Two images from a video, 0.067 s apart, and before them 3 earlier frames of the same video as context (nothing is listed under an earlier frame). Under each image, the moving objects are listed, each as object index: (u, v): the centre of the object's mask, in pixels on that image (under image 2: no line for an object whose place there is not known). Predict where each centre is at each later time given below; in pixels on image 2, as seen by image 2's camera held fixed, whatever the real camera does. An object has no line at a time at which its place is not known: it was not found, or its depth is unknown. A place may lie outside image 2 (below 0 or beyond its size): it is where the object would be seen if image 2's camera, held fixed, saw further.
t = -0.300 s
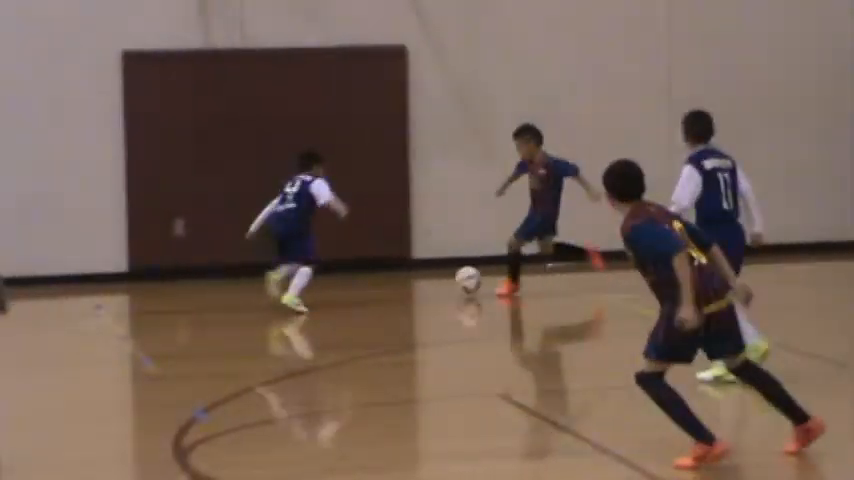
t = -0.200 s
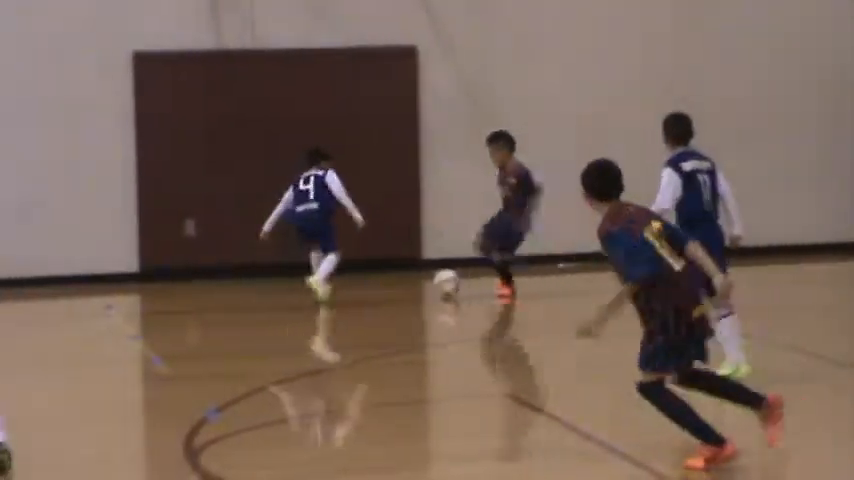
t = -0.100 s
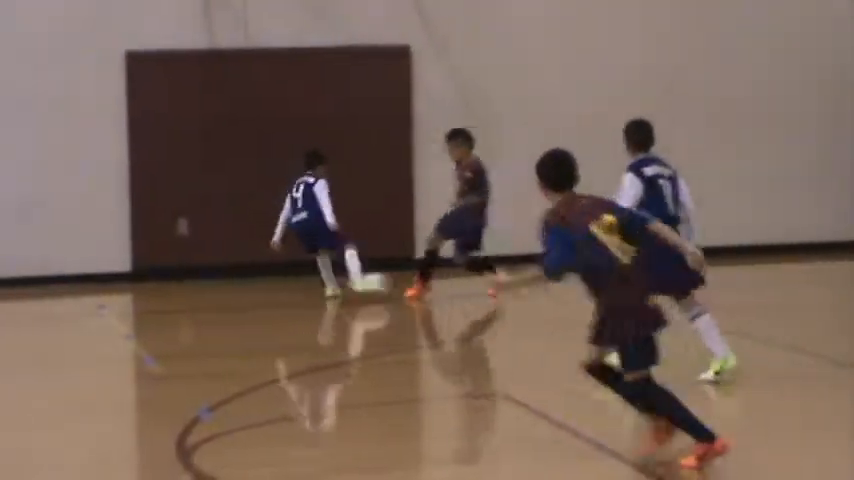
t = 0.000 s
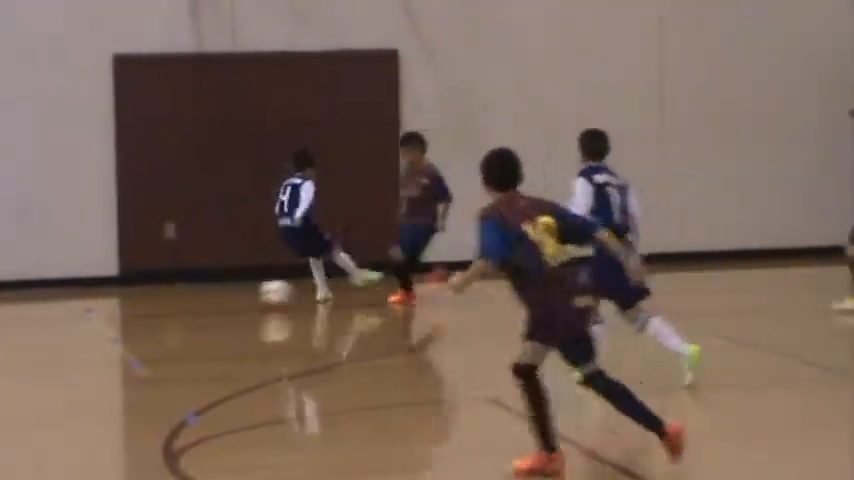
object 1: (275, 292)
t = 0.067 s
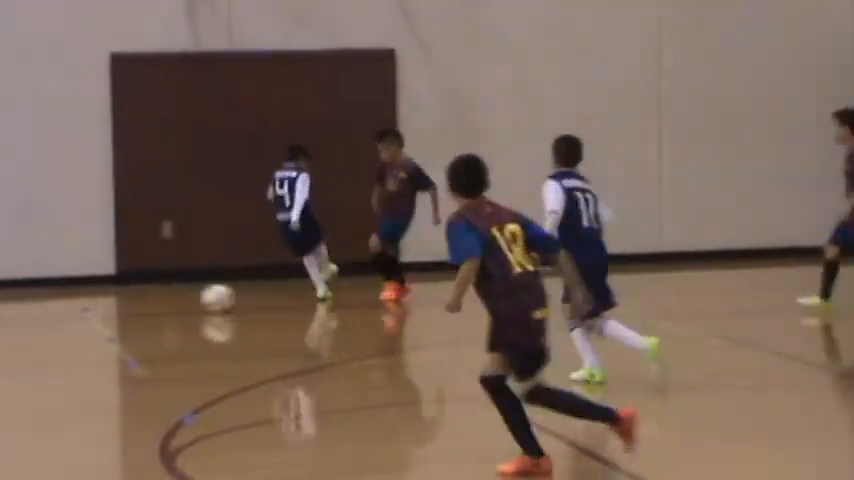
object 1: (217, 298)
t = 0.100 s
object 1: (192, 299)
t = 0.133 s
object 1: (167, 300)
